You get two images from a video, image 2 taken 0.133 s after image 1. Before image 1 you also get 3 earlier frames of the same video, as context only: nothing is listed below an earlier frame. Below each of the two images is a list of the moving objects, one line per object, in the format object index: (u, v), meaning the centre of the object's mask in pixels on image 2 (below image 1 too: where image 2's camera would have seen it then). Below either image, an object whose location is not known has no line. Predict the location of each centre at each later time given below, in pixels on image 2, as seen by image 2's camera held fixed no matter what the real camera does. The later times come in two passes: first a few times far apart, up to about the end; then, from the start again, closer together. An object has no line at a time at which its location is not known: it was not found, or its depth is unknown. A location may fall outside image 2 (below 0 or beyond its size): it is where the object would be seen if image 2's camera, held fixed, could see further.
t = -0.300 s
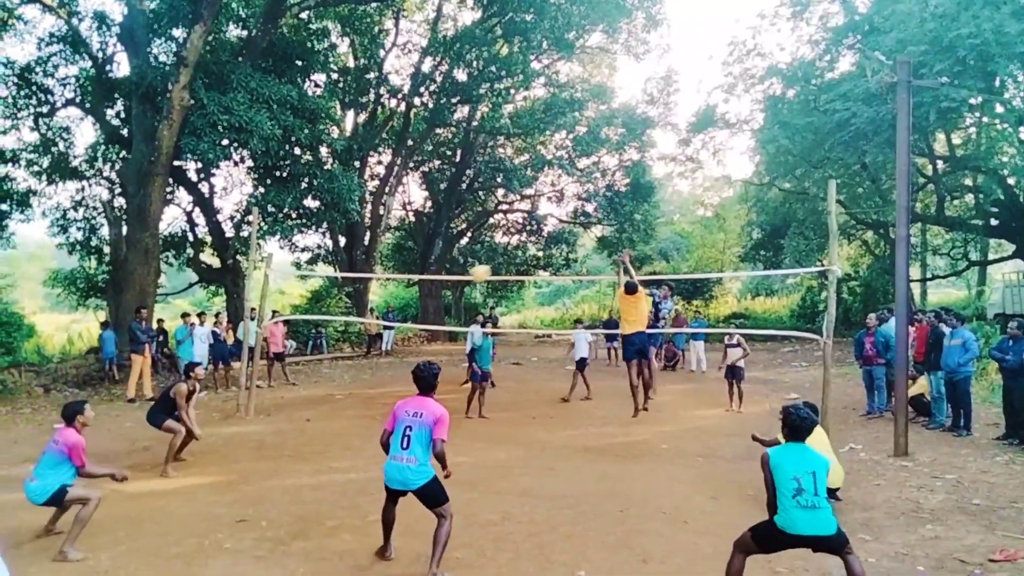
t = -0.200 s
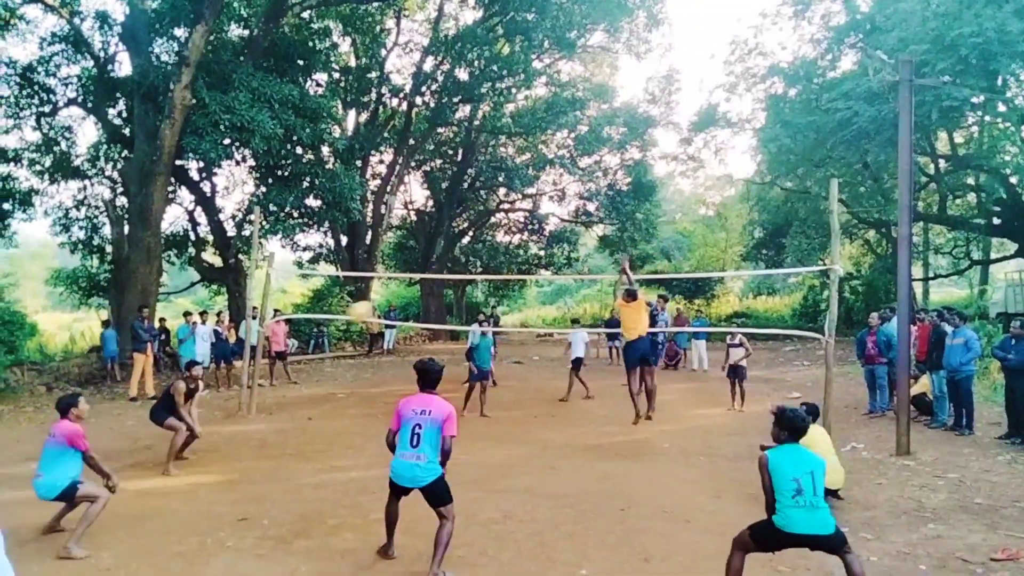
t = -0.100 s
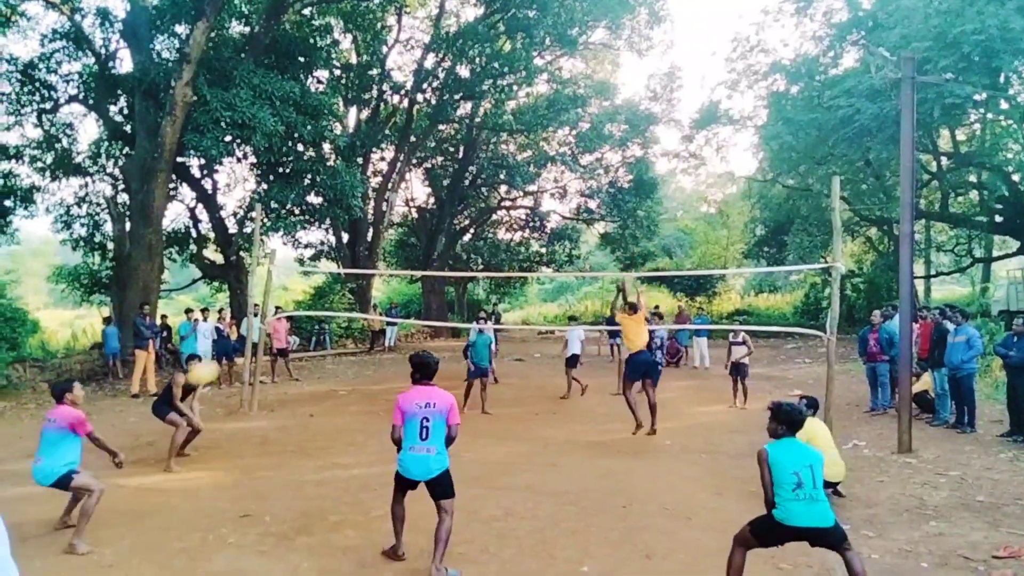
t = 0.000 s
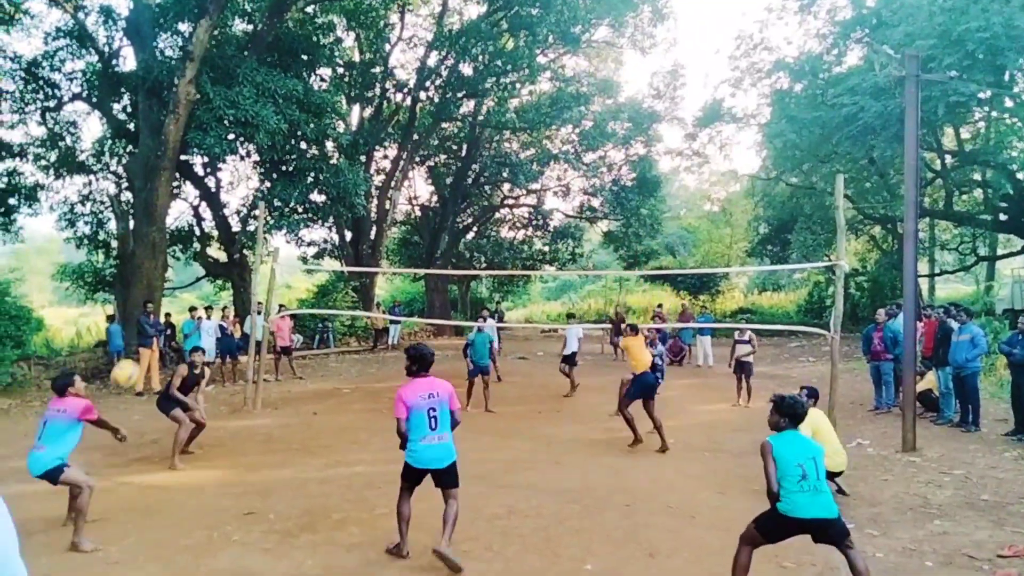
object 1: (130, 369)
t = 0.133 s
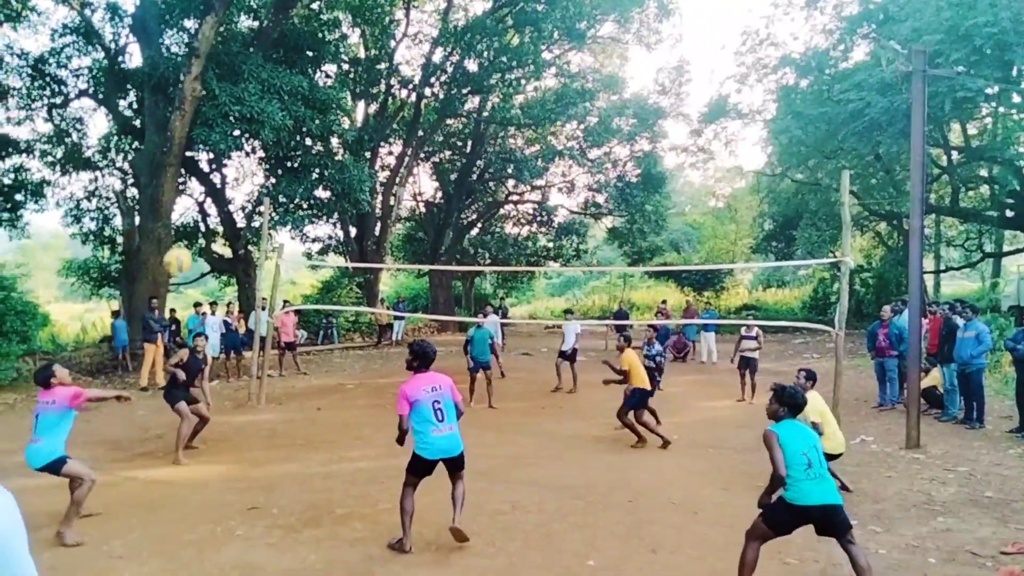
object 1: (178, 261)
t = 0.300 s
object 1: (236, 148)
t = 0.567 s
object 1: (330, 24)
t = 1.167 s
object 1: (559, 56)
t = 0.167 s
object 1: (190, 236)
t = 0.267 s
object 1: (224, 168)
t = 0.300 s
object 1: (236, 148)
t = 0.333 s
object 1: (248, 129)
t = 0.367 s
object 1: (260, 110)
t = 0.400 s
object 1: (271, 93)
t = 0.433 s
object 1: (282, 77)
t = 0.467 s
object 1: (295, 62)
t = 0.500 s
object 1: (306, 48)
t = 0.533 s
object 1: (318, 36)
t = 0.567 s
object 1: (330, 24)
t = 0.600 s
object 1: (341, 13)
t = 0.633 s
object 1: (353, 5)
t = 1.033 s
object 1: (504, 3)
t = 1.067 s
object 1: (517, 14)
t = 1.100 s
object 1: (532, 26)
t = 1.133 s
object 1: (545, 39)
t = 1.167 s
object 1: (559, 56)
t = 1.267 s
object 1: (601, 114)
